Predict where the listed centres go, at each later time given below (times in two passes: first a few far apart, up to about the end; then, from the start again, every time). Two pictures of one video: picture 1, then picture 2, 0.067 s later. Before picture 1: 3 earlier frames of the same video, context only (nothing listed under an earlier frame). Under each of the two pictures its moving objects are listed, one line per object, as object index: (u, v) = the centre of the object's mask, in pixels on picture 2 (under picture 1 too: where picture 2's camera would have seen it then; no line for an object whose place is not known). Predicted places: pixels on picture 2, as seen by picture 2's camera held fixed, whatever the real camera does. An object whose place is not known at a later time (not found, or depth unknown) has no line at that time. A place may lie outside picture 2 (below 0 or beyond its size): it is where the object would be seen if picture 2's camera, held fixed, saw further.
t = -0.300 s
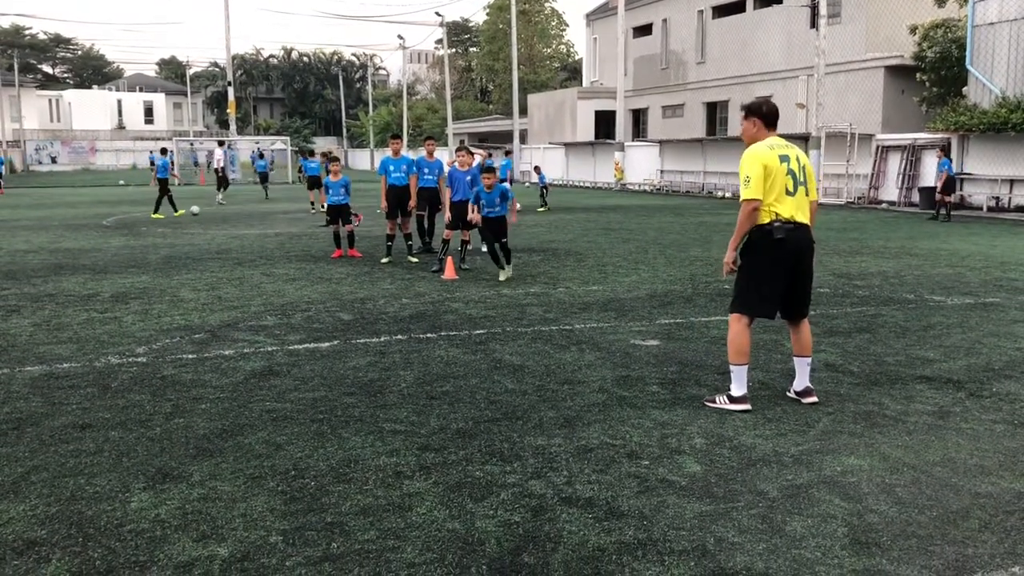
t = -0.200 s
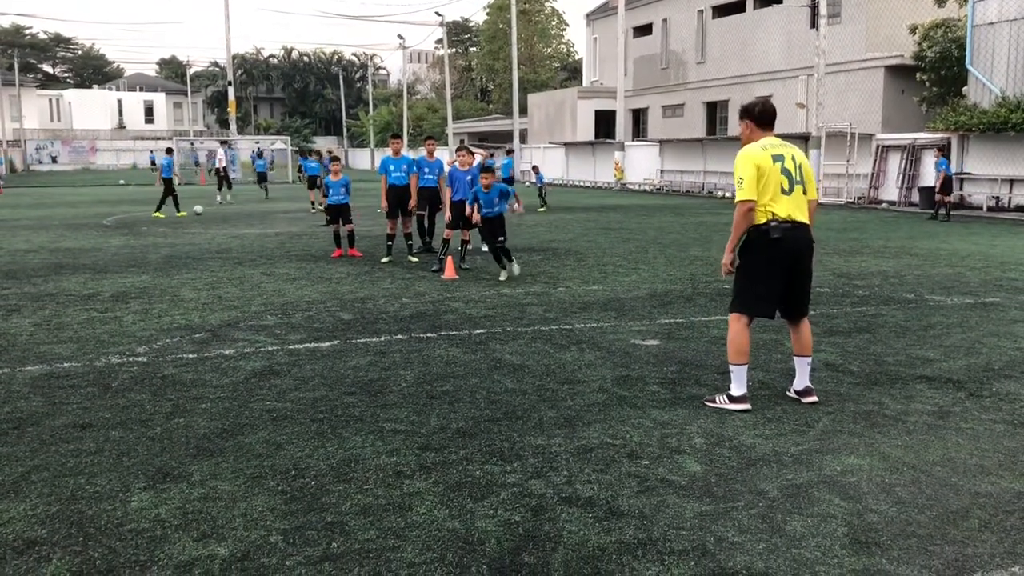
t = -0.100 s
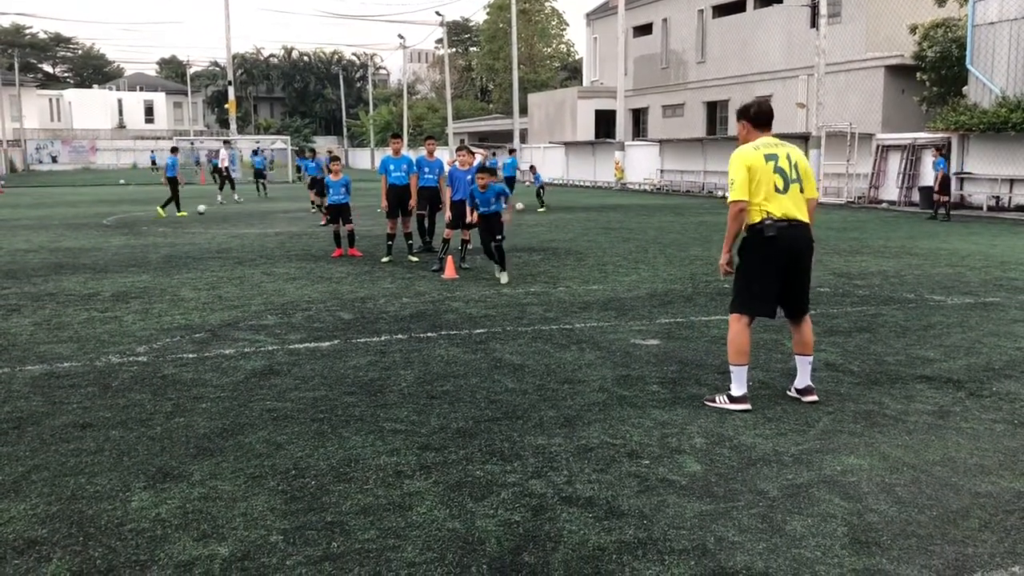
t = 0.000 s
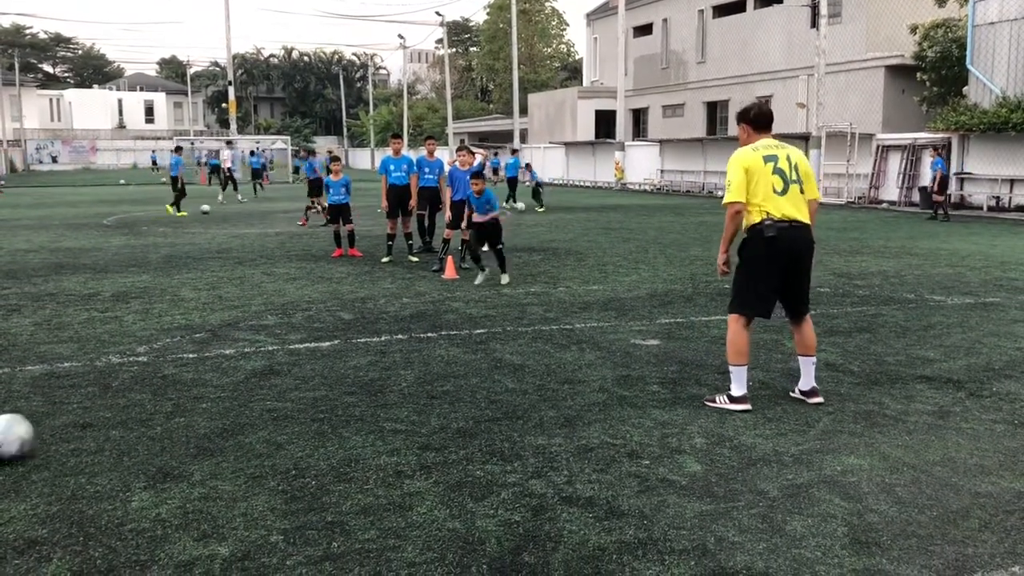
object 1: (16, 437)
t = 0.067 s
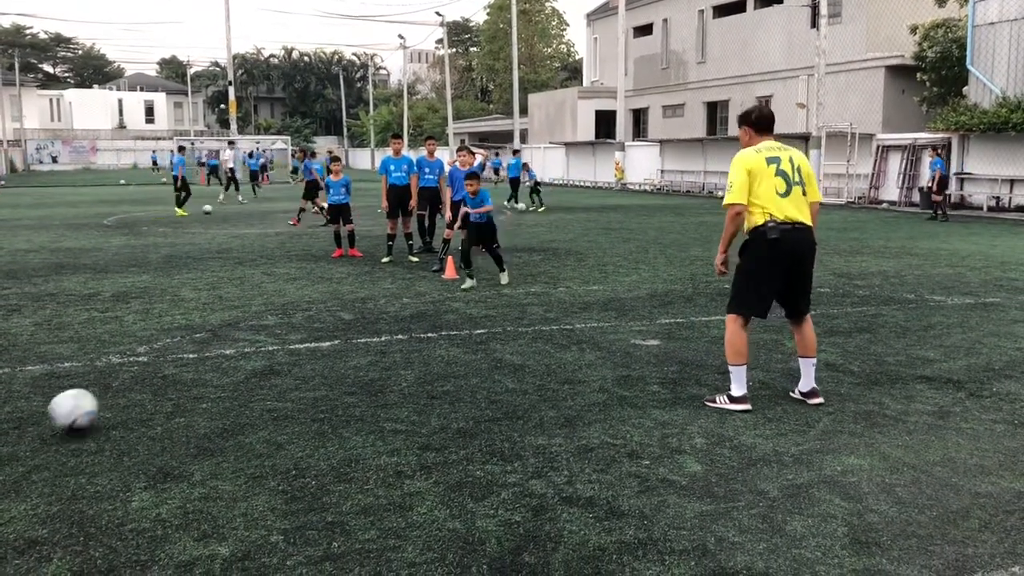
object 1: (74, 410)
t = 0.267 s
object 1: (219, 359)
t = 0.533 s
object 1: (340, 315)
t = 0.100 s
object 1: (104, 400)
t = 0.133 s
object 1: (131, 392)
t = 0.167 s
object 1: (156, 382)
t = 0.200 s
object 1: (178, 374)
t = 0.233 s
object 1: (199, 368)
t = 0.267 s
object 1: (219, 359)
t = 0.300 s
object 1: (238, 353)
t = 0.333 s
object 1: (256, 348)
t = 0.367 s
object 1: (271, 342)
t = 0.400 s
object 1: (287, 335)
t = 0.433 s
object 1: (301, 332)
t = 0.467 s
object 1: (315, 324)
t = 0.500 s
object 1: (327, 319)
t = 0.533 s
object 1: (340, 315)
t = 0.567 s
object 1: (351, 312)
